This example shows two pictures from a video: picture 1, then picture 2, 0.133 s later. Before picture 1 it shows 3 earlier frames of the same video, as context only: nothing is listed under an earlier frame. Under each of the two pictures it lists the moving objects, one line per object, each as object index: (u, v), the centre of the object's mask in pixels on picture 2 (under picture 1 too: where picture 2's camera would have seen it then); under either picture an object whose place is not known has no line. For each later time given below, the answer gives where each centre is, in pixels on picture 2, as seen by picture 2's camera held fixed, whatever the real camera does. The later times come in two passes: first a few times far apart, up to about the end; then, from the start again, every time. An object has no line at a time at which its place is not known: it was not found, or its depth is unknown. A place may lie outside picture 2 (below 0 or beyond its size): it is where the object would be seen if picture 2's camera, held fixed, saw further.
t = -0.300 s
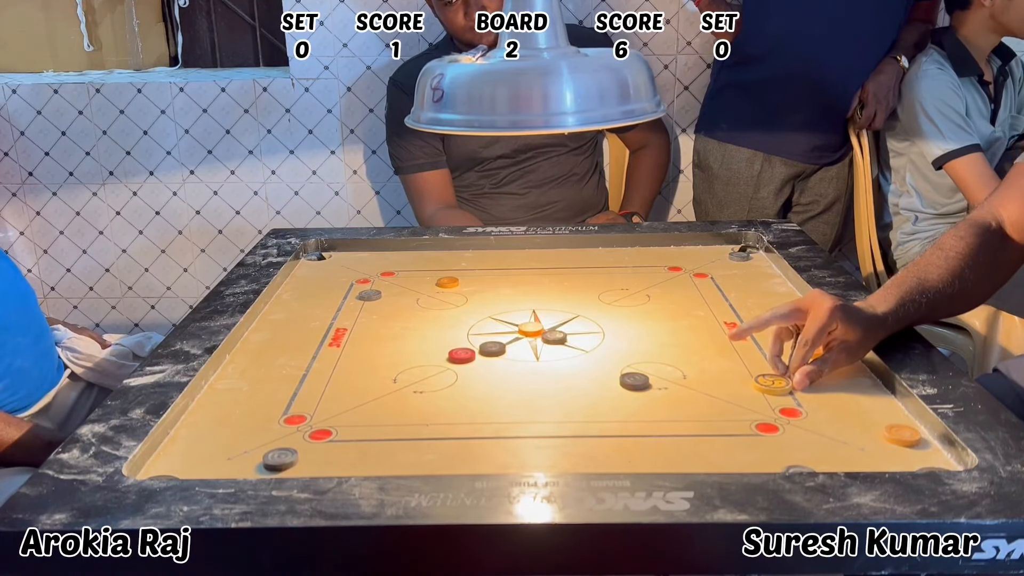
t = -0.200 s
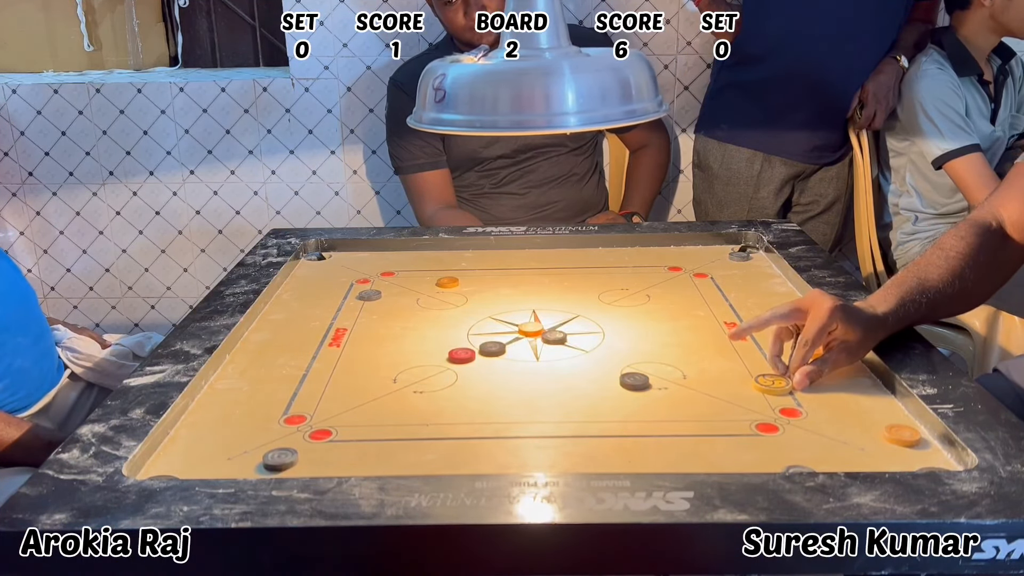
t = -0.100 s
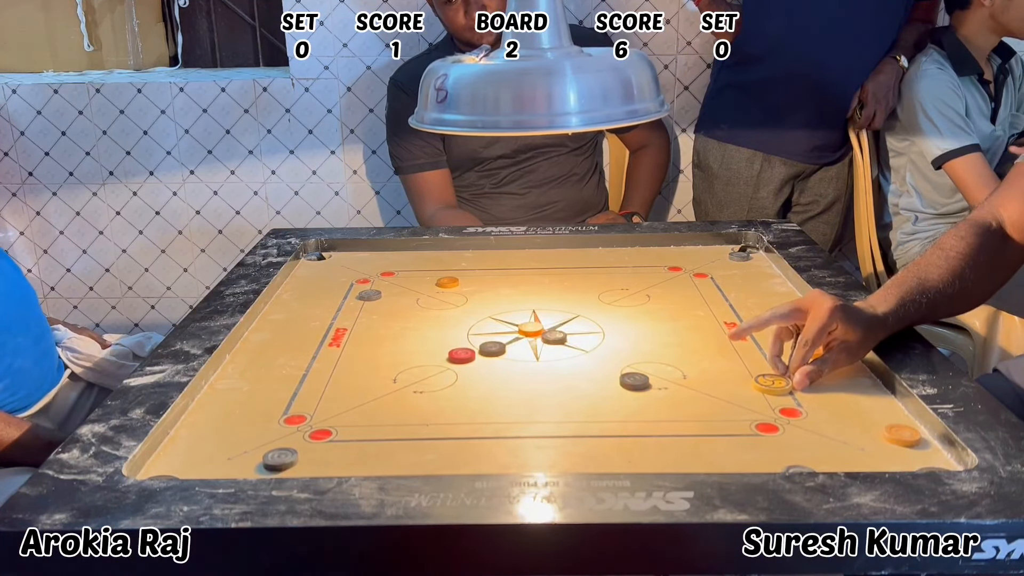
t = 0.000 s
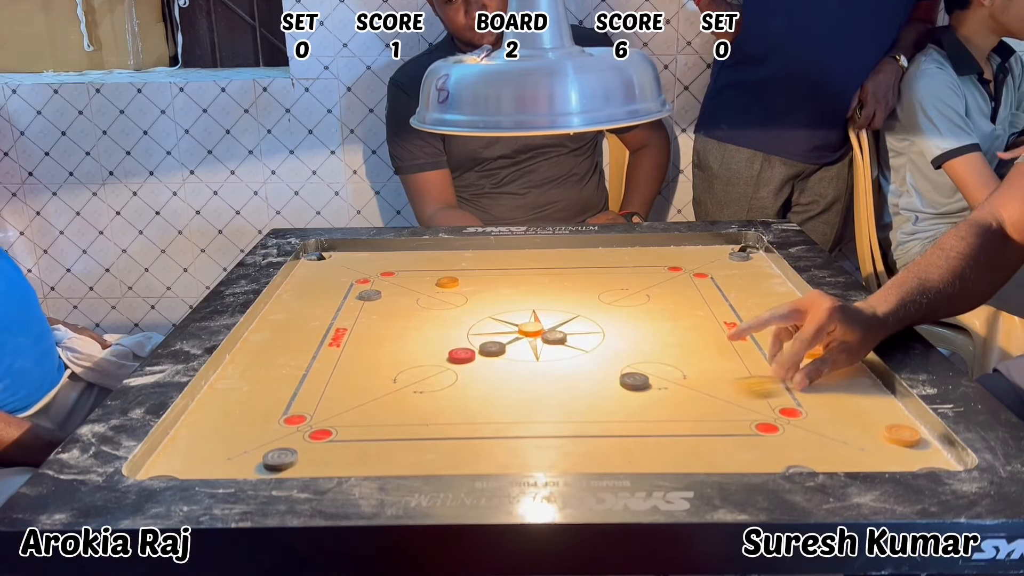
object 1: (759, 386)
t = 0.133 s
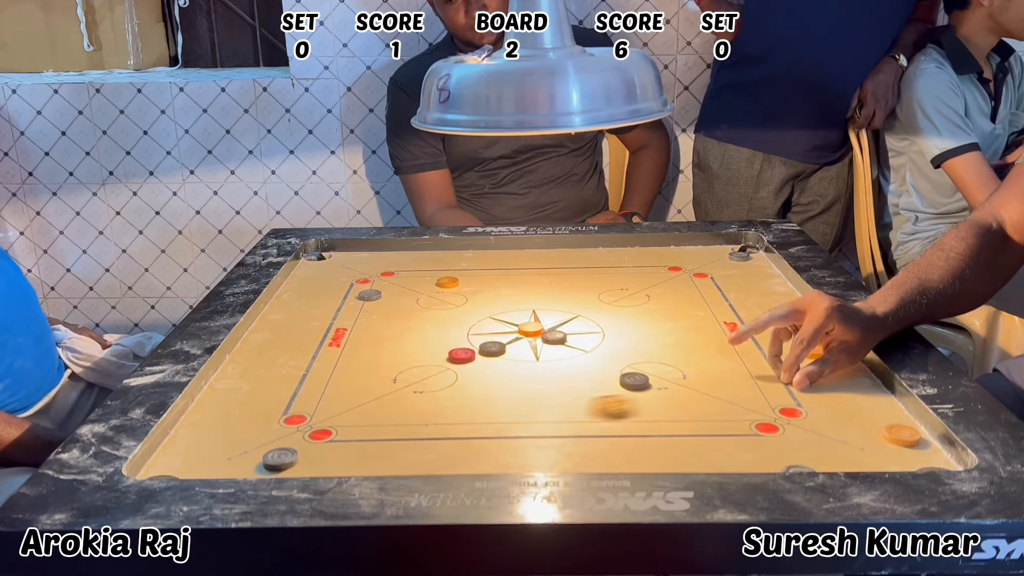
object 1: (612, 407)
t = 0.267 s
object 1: (477, 425)
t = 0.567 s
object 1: (267, 450)
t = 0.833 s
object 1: (223, 449)
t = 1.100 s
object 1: (223, 449)
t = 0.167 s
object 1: (578, 411)
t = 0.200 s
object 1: (545, 416)
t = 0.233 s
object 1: (512, 421)
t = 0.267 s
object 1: (477, 425)
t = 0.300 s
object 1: (445, 430)
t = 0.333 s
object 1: (412, 435)
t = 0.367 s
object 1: (380, 440)
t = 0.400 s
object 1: (350, 444)
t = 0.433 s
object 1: (320, 449)
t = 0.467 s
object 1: (304, 450)
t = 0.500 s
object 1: (290, 450)
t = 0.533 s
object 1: (278, 450)
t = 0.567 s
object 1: (267, 450)
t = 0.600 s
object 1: (257, 450)
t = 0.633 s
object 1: (249, 450)
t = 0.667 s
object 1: (243, 450)
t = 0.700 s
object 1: (236, 450)
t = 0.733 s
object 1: (232, 450)
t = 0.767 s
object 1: (228, 450)
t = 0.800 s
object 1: (225, 450)
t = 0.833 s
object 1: (223, 449)
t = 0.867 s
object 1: (223, 450)
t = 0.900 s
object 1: (223, 449)
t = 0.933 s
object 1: (223, 449)
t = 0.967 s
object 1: (223, 449)
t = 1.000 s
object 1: (223, 449)
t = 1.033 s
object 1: (223, 449)
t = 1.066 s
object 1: (223, 449)
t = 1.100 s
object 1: (223, 449)
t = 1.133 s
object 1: (223, 449)
